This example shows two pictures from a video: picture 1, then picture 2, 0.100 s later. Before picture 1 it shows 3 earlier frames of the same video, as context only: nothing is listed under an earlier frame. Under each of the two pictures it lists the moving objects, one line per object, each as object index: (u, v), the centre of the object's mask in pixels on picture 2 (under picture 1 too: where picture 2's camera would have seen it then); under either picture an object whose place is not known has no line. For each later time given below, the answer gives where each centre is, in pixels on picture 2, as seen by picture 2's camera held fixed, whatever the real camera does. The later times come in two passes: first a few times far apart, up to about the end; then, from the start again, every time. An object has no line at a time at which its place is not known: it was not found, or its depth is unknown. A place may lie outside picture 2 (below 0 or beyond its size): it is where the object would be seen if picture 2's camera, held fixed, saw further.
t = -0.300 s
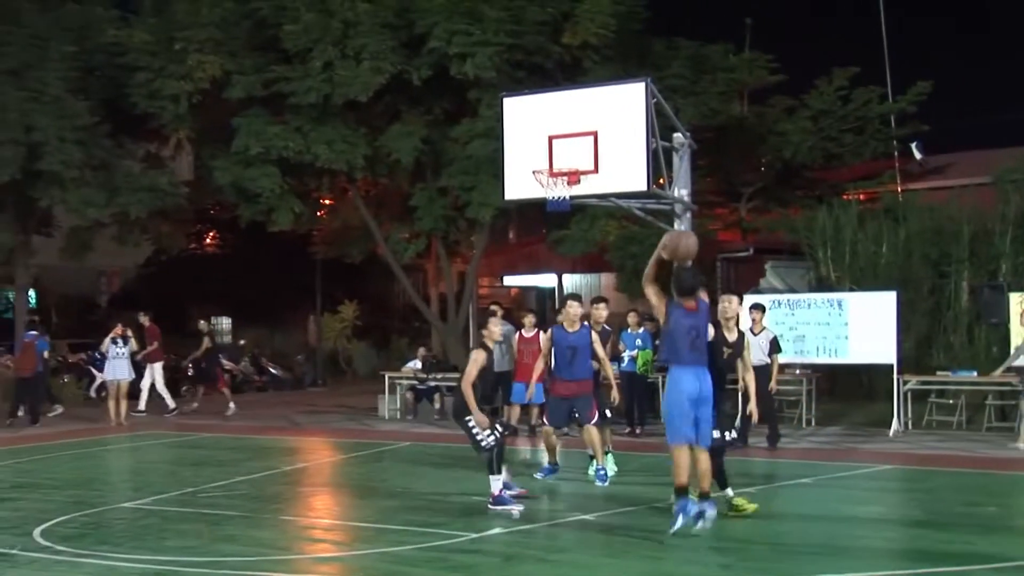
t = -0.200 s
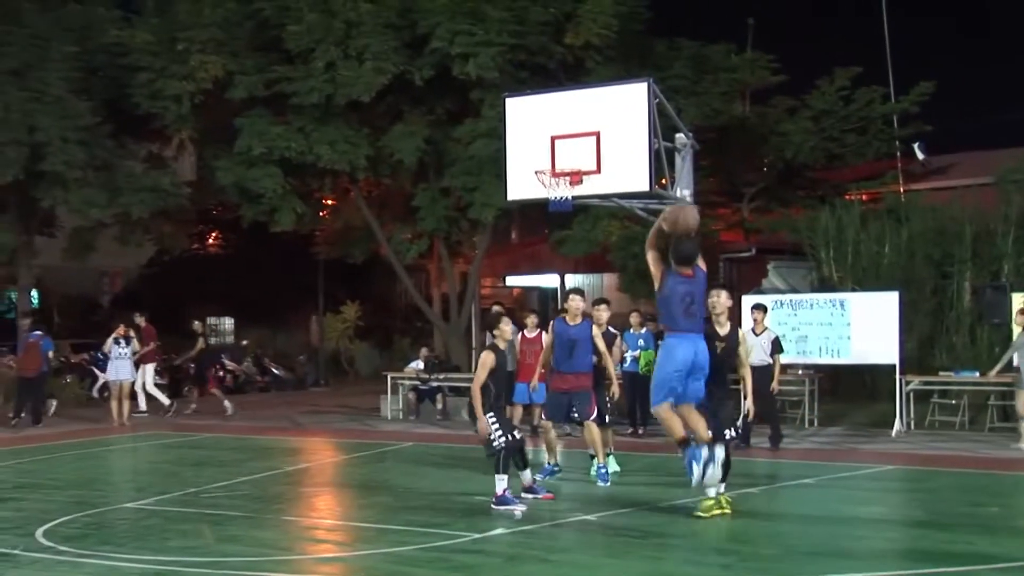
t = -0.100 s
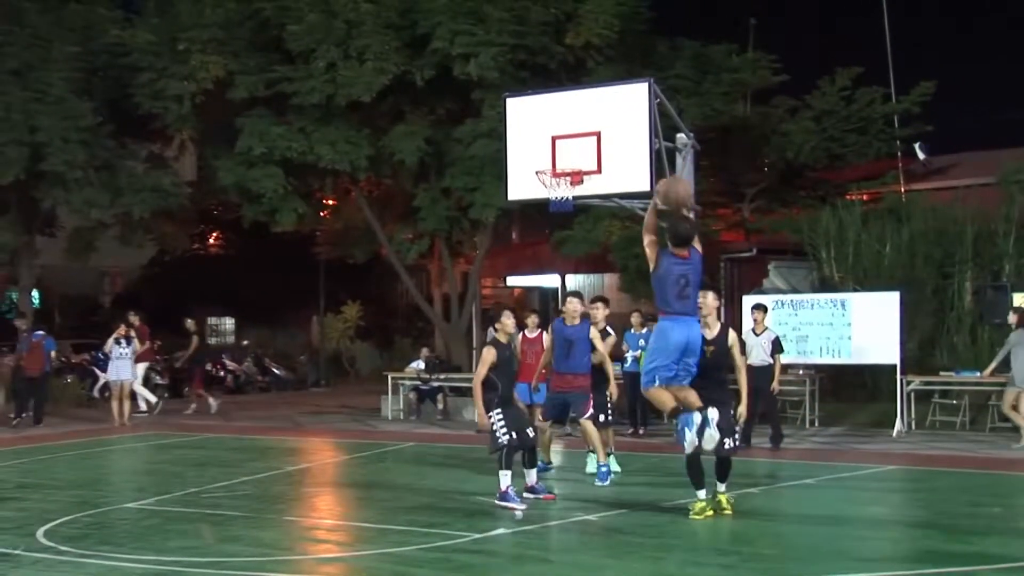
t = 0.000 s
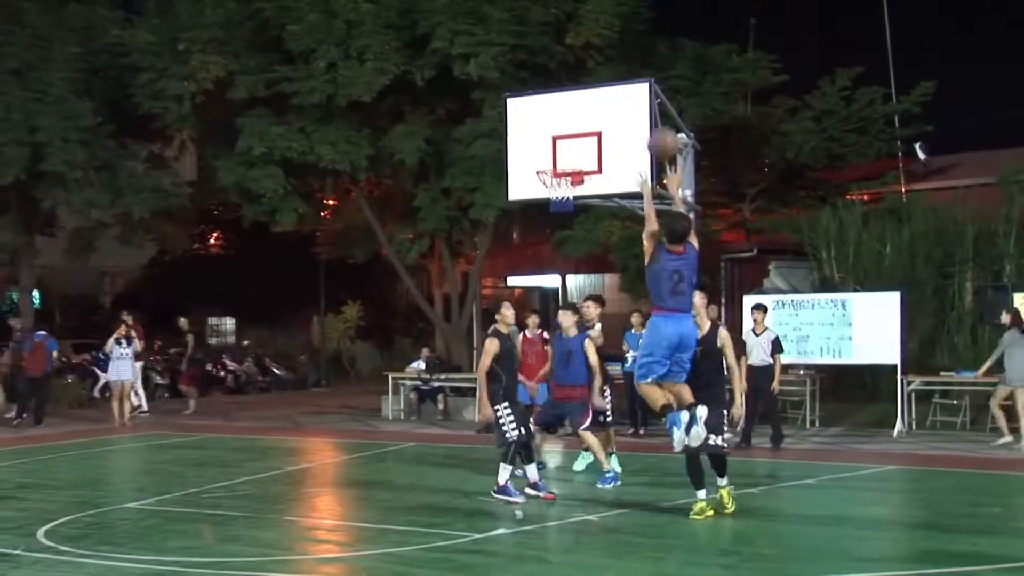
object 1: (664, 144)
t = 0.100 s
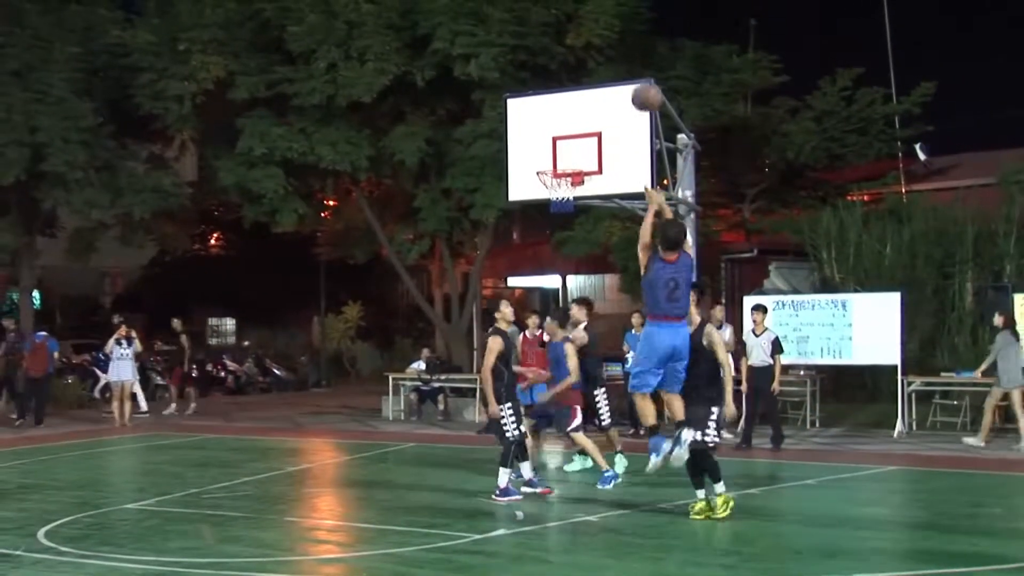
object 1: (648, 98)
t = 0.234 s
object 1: (627, 60)
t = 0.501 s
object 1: (596, 55)
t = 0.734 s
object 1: (574, 108)
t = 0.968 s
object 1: (536, 156)
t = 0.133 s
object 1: (642, 84)
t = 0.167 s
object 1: (637, 74)
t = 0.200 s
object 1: (632, 67)
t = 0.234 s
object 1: (627, 60)
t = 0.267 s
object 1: (623, 55)
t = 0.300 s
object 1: (618, 52)
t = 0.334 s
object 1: (614, 49)
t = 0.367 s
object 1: (610, 48)
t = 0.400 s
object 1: (606, 49)
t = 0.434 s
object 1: (603, 50)
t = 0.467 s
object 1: (599, 52)
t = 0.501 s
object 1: (596, 55)
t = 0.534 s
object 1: (592, 60)
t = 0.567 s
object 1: (589, 66)
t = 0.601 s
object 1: (586, 72)
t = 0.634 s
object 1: (583, 80)
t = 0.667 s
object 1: (580, 89)
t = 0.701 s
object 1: (577, 98)
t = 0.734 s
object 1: (574, 108)
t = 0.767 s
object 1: (571, 119)
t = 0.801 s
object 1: (569, 131)
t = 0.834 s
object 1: (567, 144)
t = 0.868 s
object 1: (563, 154)
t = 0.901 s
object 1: (552, 160)
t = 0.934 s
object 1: (544, 160)
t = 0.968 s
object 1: (536, 156)
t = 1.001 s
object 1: (528, 153)
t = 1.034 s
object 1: (521, 151)
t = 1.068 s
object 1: (513, 150)
